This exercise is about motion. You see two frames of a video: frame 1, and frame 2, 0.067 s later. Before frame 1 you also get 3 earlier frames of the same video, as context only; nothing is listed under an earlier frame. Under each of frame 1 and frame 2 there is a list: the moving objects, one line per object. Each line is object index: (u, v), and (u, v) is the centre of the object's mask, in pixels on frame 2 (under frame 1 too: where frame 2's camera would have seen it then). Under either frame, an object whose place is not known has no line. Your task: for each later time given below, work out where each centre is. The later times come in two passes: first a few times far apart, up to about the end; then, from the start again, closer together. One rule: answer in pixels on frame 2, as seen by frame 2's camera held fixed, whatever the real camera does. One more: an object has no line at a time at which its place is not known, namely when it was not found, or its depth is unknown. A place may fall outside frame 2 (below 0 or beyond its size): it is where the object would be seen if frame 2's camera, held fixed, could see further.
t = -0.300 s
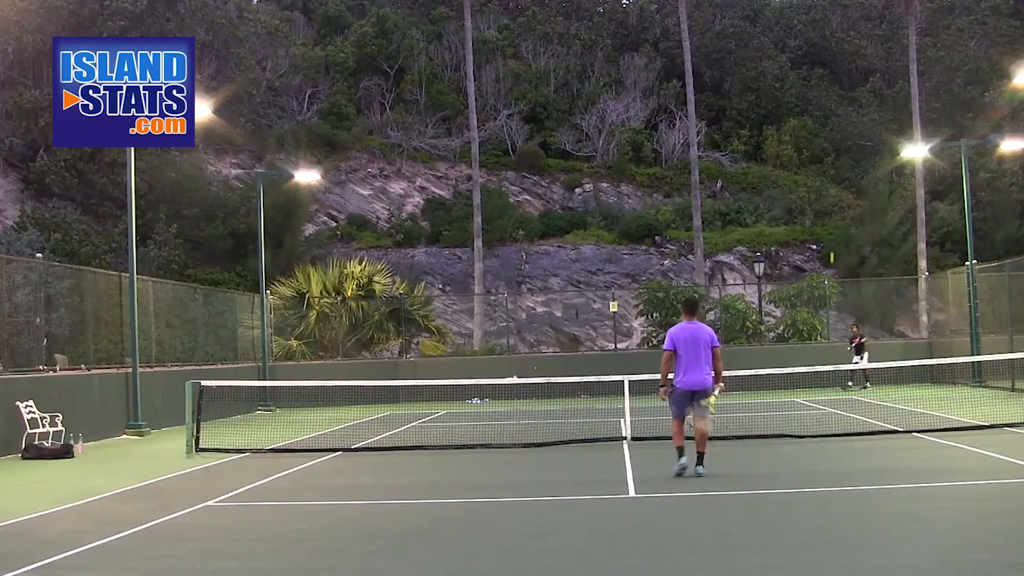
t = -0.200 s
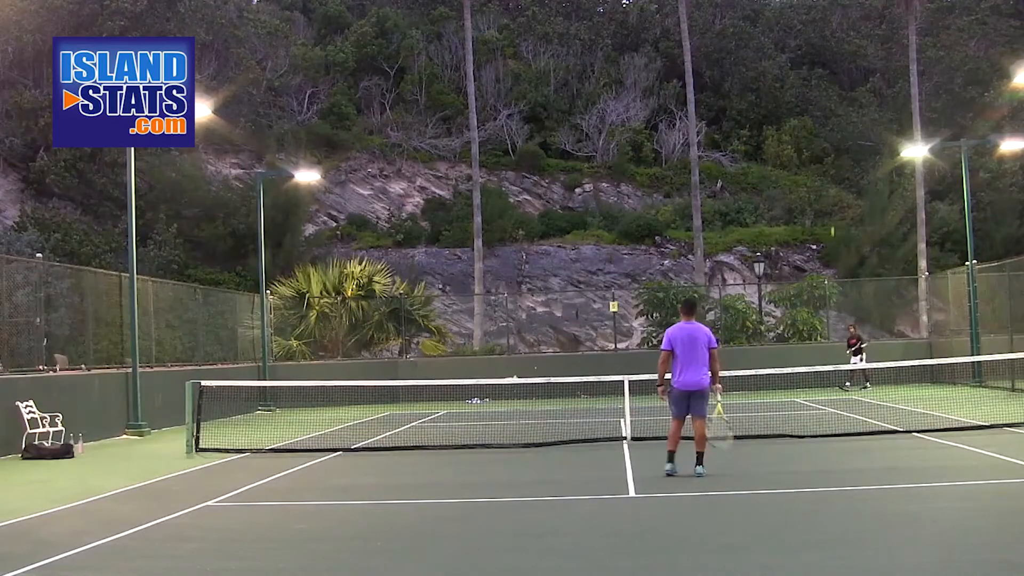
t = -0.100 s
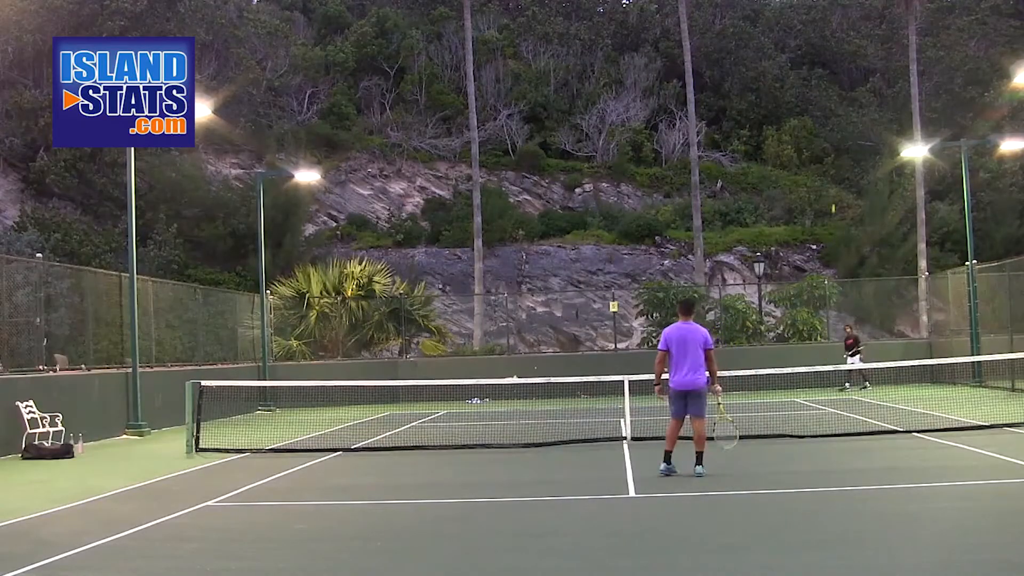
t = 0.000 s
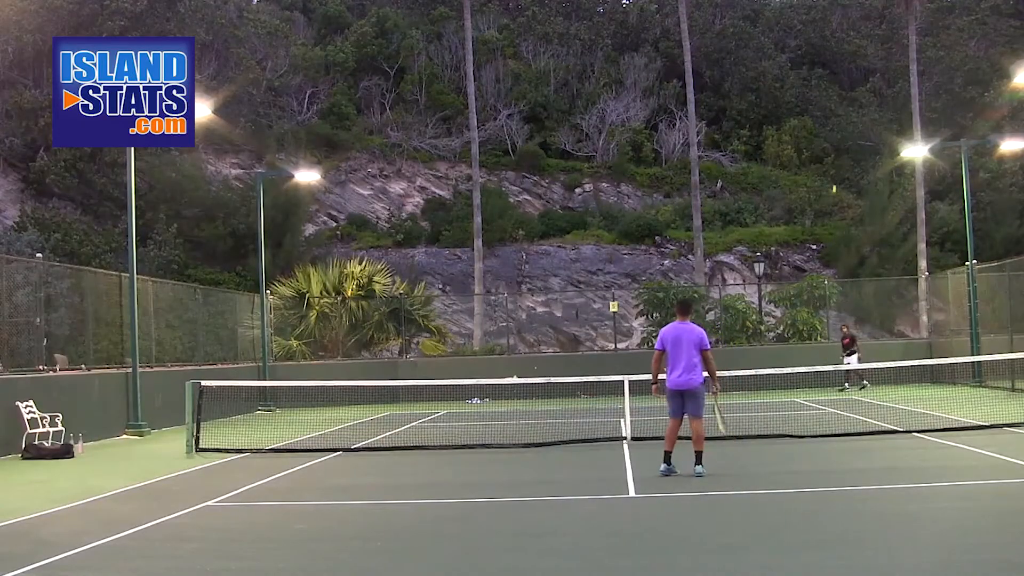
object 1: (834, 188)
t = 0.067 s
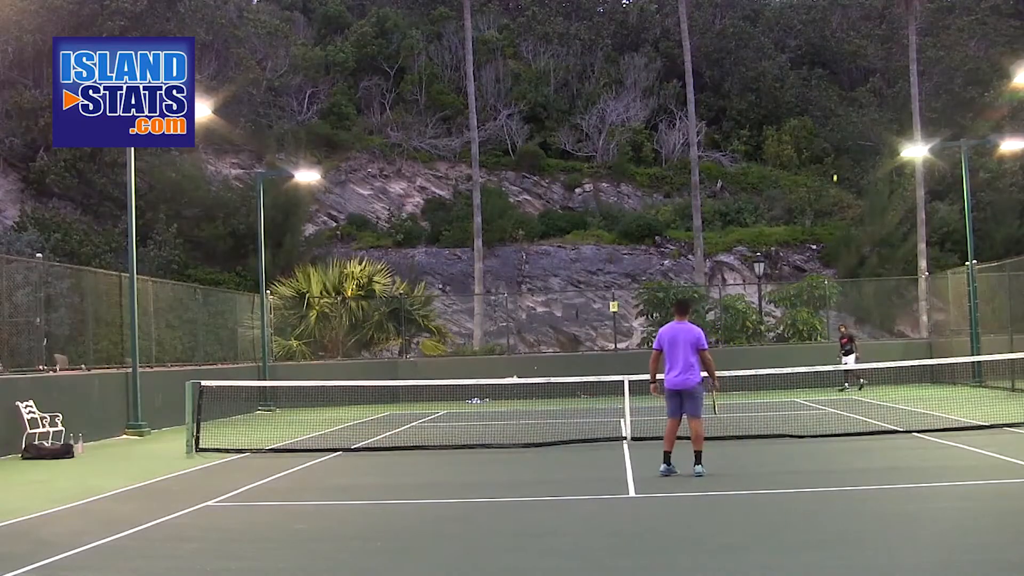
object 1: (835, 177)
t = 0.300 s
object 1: (839, 154)
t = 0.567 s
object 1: (847, 161)
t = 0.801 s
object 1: (857, 207)
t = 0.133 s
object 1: (834, 169)
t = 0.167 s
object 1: (835, 167)
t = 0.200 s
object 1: (836, 162)
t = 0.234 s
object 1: (838, 158)
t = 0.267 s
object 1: (838, 156)
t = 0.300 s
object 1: (839, 154)
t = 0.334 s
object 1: (840, 153)
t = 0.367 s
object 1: (841, 153)
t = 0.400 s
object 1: (842, 152)
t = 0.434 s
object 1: (843, 153)
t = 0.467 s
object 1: (843, 154)
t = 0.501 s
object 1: (845, 156)
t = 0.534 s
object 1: (846, 158)
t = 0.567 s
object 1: (847, 161)
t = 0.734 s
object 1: (854, 190)
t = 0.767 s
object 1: (855, 198)
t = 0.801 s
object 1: (857, 207)
